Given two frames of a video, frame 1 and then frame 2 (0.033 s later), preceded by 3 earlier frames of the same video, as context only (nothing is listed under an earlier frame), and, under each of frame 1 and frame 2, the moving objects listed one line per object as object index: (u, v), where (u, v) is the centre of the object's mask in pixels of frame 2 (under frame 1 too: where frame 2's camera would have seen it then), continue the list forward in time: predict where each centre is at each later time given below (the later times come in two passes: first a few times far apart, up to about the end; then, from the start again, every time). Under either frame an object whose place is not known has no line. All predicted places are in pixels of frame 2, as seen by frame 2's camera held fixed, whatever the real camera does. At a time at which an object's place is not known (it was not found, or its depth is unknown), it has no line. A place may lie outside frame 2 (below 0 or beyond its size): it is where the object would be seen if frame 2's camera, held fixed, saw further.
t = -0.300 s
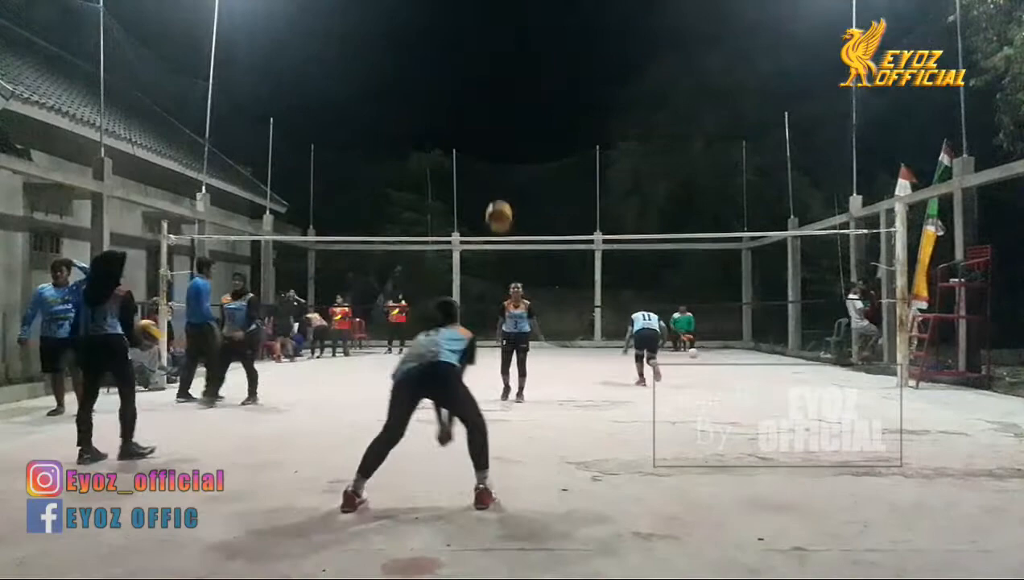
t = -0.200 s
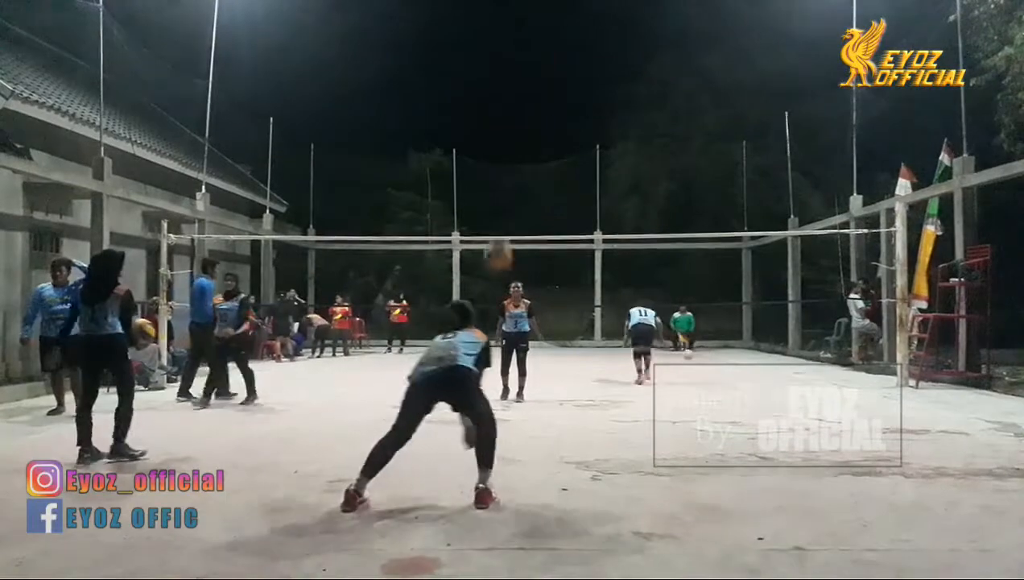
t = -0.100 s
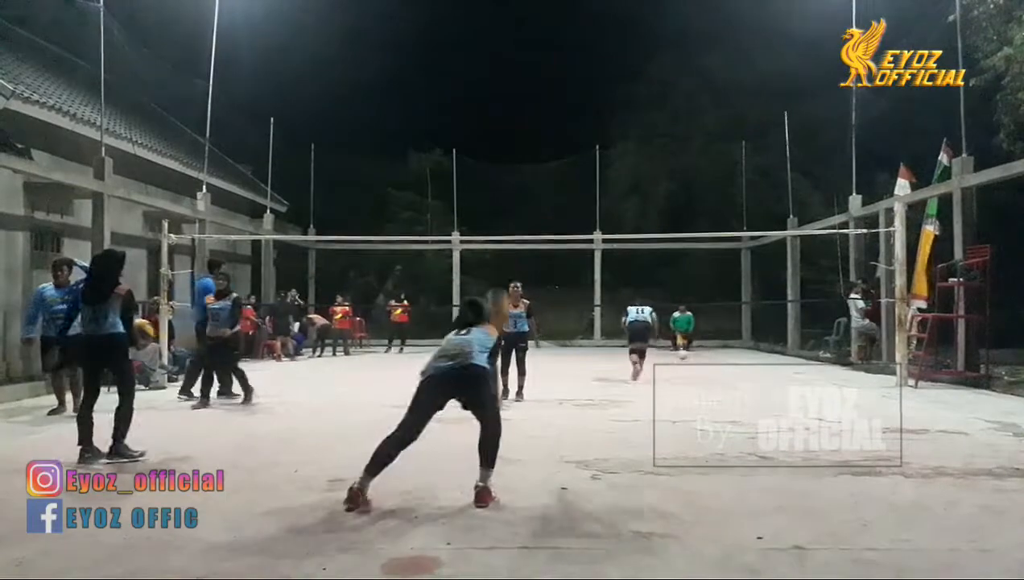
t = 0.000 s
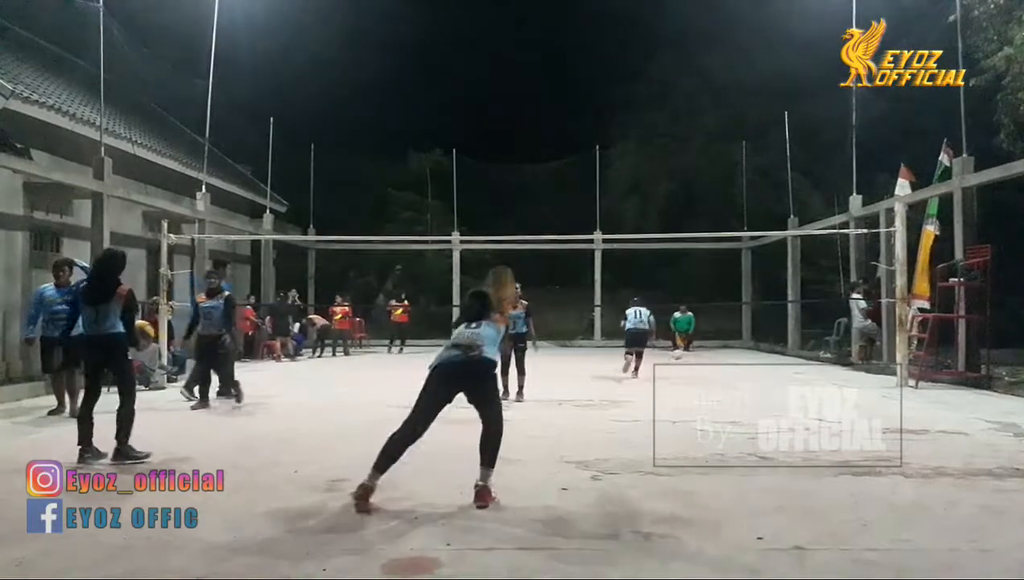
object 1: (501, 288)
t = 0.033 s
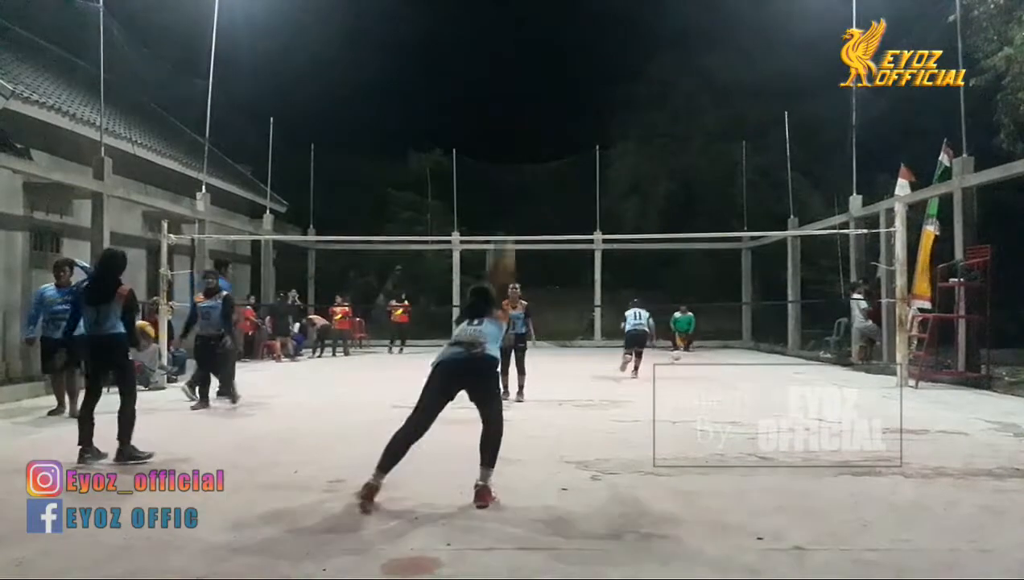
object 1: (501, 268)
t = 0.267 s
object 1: (507, 100)
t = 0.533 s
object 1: (512, 27)
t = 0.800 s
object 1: (514, 41)
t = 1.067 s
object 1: (516, 118)
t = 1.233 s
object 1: (518, 191)
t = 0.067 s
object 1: (502, 225)
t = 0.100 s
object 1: (502, 205)
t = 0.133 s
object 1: (503, 180)
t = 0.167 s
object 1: (504, 158)
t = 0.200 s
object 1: (505, 135)
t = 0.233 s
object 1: (506, 116)
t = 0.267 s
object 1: (507, 100)
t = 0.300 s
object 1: (507, 85)
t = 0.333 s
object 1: (508, 72)
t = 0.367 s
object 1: (508, 61)
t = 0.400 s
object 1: (509, 51)
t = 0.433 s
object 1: (510, 43)
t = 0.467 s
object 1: (511, 36)
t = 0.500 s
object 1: (511, 31)
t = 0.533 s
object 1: (512, 27)
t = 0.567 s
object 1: (512, 25)
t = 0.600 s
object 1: (512, 24)
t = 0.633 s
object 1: (513, 24)
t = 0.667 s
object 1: (513, 25)
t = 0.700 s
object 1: (514, 28)
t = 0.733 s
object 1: (514, 31)
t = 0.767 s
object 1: (514, 36)
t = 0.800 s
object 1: (514, 41)
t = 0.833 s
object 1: (515, 48)
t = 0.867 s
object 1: (515, 56)
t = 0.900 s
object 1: (515, 64)
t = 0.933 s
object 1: (515, 73)
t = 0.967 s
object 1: (515, 83)
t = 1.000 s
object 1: (515, 94)
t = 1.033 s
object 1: (516, 106)
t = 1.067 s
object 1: (516, 118)
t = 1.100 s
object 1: (516, 132)
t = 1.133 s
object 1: (517, 146)
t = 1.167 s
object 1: (517, 160)
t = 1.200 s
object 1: (517, 175)
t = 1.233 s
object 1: (518, 191)
